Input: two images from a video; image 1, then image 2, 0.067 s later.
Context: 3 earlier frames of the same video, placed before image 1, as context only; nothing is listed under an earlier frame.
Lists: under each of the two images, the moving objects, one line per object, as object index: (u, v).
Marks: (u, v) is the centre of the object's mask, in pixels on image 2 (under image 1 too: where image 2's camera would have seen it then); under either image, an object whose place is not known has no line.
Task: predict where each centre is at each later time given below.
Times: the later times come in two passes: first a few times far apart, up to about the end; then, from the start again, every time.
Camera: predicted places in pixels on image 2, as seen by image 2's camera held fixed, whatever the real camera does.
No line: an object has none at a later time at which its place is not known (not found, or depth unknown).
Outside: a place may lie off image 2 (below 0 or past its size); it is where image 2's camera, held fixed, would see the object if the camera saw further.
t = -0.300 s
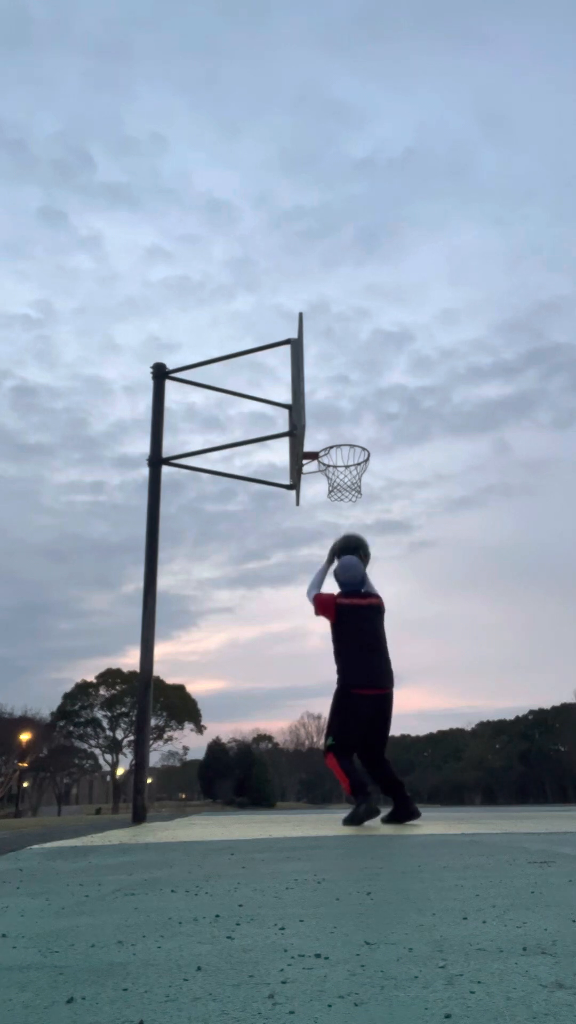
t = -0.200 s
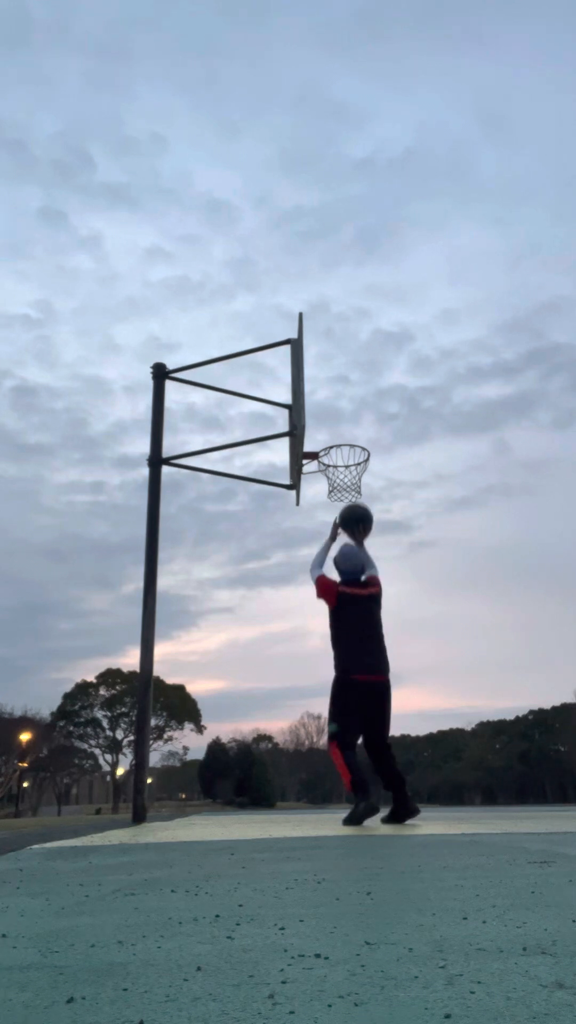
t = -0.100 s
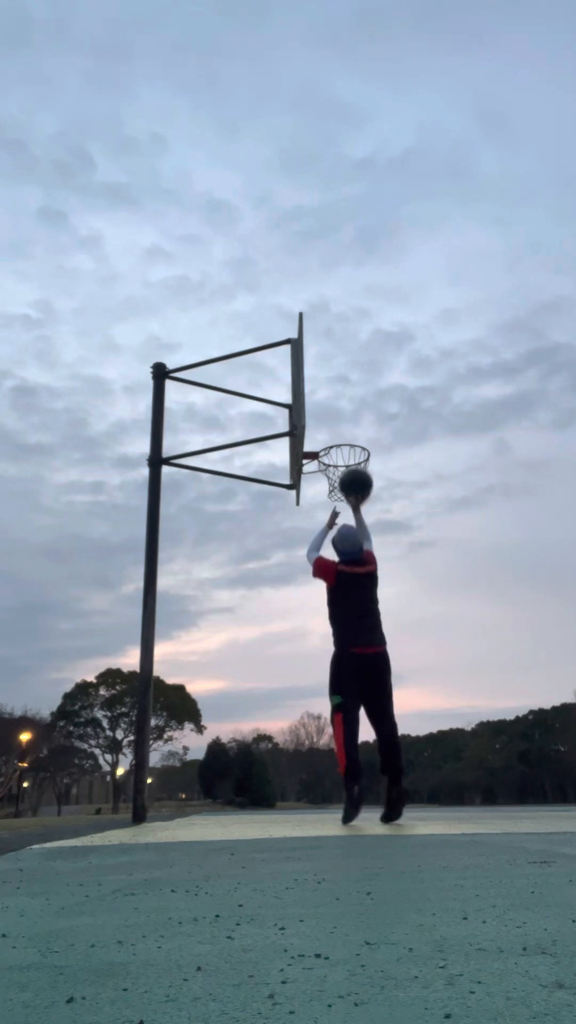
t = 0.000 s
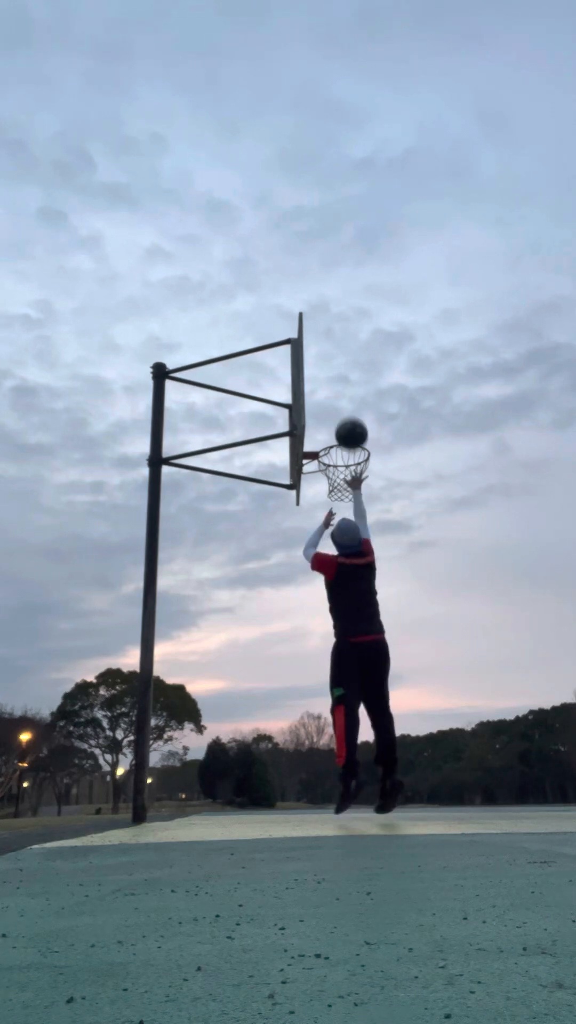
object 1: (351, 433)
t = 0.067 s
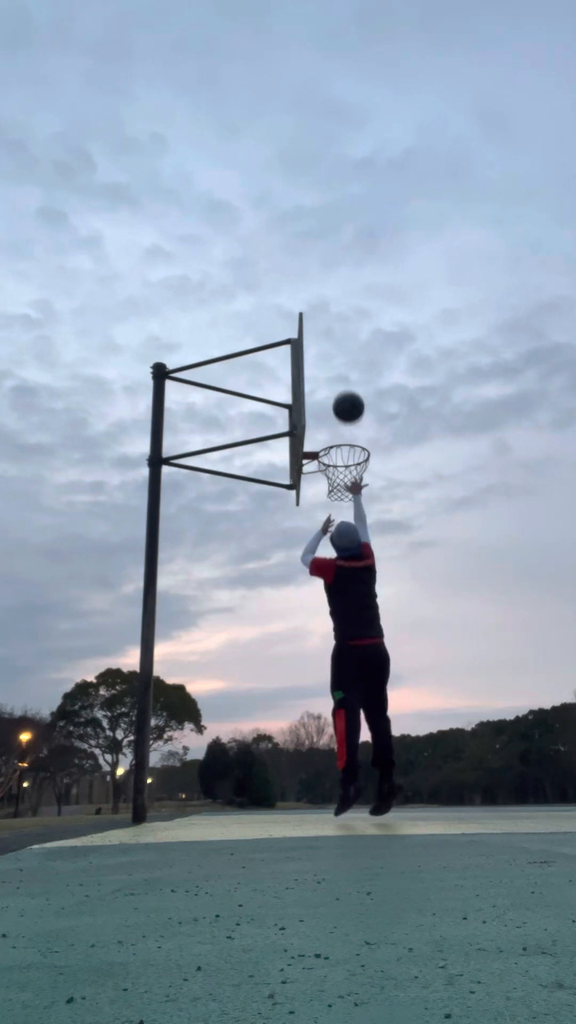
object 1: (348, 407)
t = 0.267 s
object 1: (342, 365)
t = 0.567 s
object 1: (339, 382)
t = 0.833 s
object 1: (338, 417)
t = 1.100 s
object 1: (334, 412)
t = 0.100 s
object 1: (347, 396)
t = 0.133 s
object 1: (346, 387)
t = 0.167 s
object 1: (345, 379)
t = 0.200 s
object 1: (344, 373)
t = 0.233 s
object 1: (343, 368)
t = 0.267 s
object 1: (342, 365)
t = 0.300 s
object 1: (342, 362)
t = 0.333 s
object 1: (341, 361)
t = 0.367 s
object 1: (341, 361)
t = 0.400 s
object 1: (340, 362)
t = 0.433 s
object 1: (340, 364)
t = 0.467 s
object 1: (340, 367)
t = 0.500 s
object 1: (339, 371)
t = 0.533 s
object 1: (339, 376)
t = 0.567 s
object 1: (339, 382)
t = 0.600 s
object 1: (339, 389)
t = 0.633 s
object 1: (339, 397)
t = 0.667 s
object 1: (339, 406)
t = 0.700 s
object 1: (339, 416)
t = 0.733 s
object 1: (339, 427)
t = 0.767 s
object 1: (339, 429)
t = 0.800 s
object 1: (338, 422)
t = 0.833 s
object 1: (338, 417)
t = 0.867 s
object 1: (337, 412)
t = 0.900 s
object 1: (337, 409)
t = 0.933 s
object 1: (336, 407)
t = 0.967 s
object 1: (335, 406)
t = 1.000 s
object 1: (335, 406)
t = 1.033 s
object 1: (335, 407)
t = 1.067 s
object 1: (334, 409)
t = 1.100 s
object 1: (334, 412)
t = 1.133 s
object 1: (334, 417)
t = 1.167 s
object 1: (333, 424)
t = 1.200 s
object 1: (333, 431)
